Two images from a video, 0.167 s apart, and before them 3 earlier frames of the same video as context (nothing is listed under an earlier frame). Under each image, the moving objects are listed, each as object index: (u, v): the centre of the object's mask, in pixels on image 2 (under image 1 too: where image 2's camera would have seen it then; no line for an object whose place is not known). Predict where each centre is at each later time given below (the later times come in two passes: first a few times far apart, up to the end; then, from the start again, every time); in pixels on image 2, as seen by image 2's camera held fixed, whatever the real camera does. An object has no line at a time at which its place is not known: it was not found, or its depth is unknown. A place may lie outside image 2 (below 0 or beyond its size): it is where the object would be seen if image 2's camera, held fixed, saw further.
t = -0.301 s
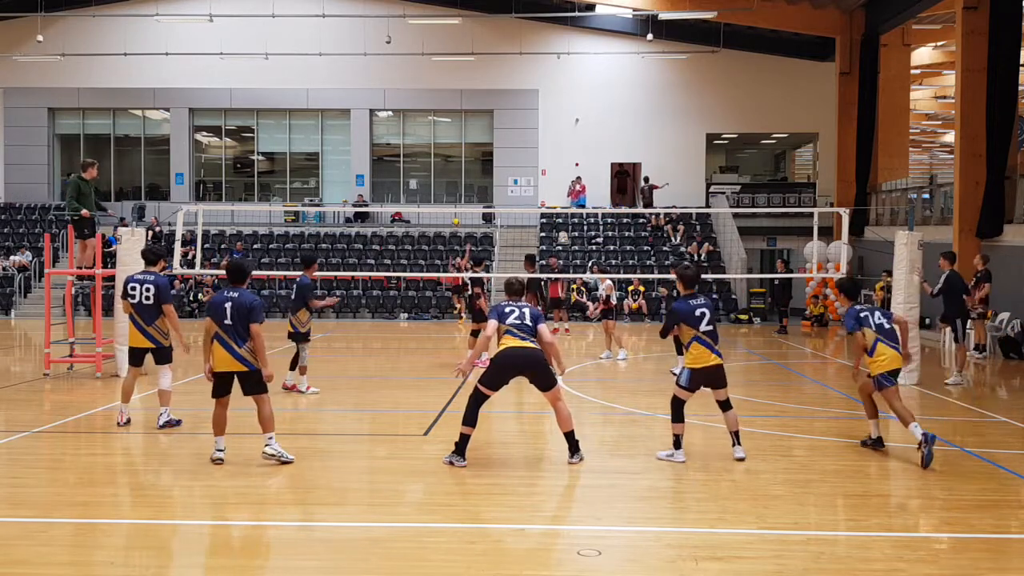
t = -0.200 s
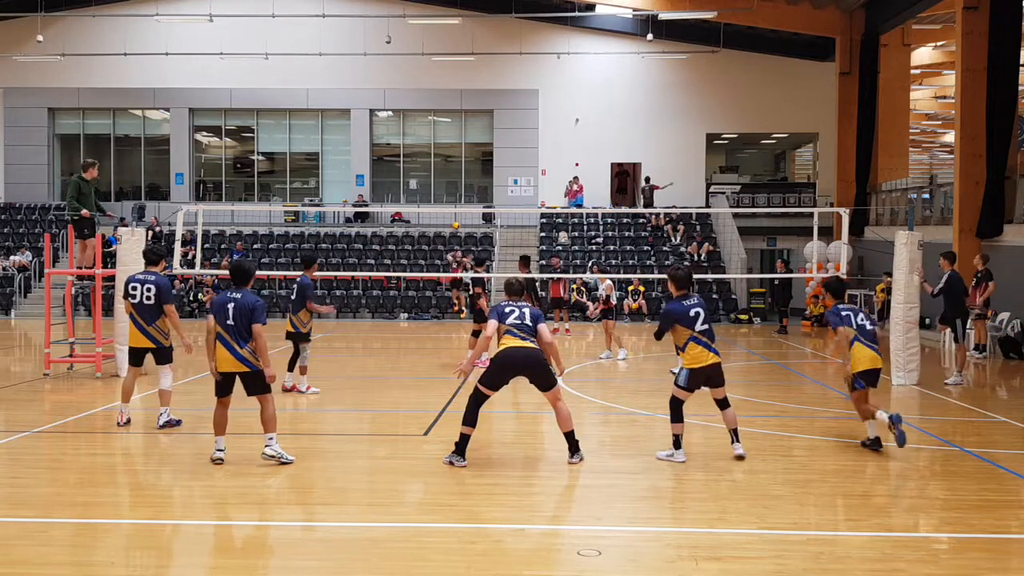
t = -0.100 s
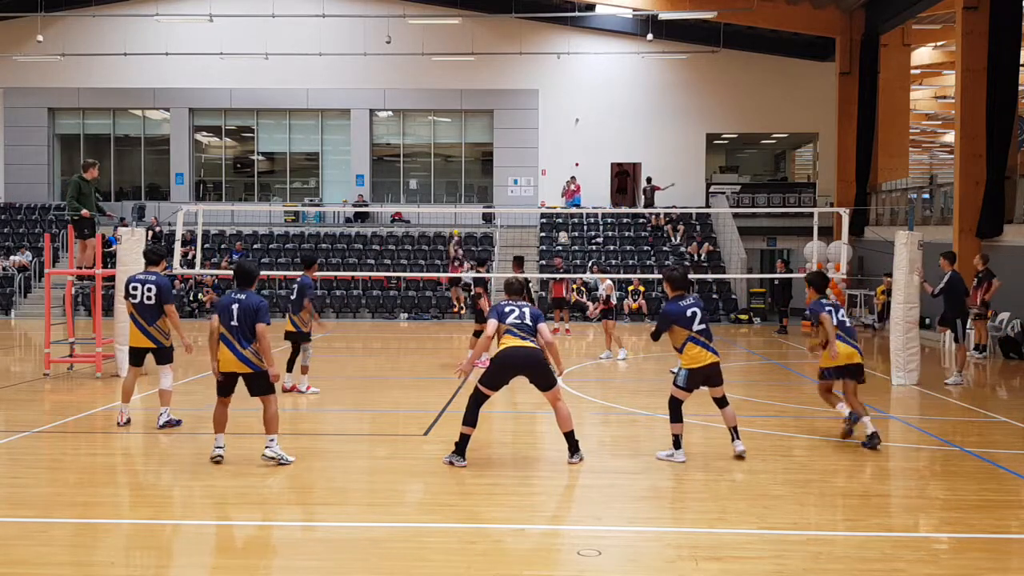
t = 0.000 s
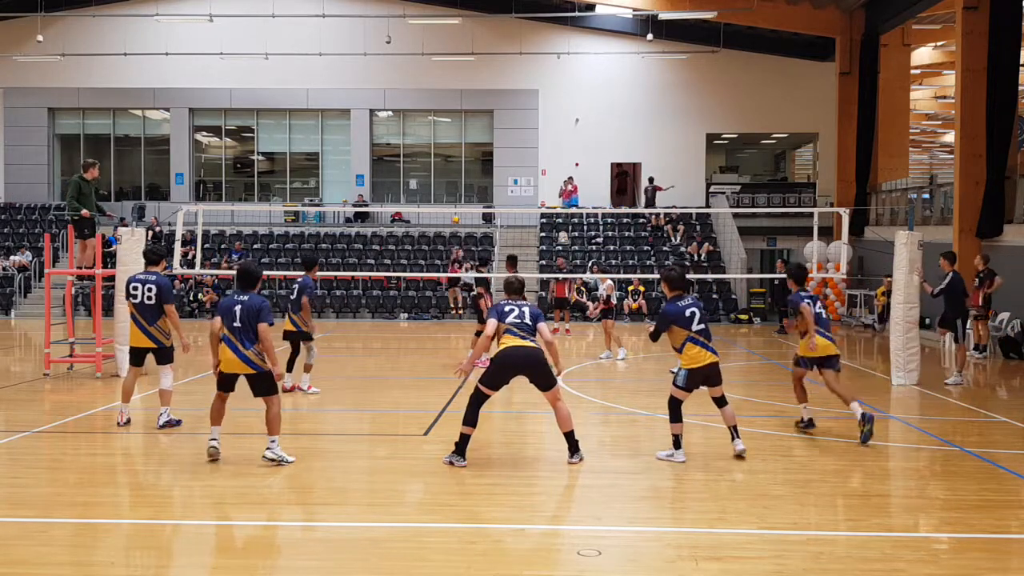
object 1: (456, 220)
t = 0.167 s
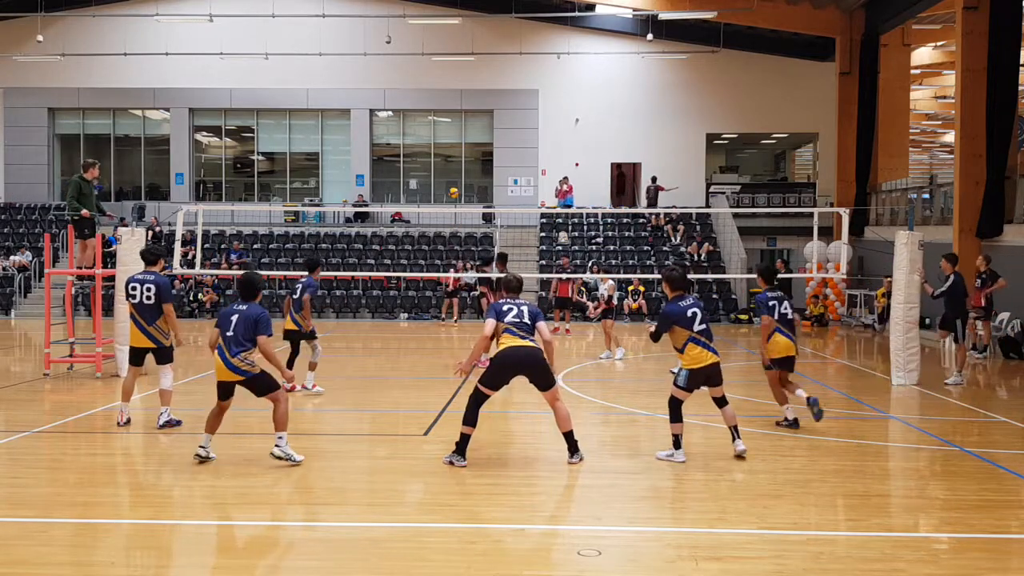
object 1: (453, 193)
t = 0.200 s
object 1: (453, 187)
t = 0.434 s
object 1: (448, 159)
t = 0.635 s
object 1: (441, 155)
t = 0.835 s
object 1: (427, 177)
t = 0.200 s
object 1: (453, 187)
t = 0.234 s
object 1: (453, 182)
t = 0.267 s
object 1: (453, 177)
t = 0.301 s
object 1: (452, 173)
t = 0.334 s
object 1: (451, 168)
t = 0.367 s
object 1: (451, 165)
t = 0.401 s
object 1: (449, 161)
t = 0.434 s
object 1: (448, 159)
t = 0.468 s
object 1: (447, 158)
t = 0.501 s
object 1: (447, 156)
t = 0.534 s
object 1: (445, 155)
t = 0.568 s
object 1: (443, 155)
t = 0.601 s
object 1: (442, 155)
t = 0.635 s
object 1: (441, 155)
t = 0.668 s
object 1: (439, 156)
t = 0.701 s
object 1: (437, 158)
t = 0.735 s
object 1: (436, 161)
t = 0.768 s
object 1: (433, 164)
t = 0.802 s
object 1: (430, 170)
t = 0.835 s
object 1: (427, 177)
